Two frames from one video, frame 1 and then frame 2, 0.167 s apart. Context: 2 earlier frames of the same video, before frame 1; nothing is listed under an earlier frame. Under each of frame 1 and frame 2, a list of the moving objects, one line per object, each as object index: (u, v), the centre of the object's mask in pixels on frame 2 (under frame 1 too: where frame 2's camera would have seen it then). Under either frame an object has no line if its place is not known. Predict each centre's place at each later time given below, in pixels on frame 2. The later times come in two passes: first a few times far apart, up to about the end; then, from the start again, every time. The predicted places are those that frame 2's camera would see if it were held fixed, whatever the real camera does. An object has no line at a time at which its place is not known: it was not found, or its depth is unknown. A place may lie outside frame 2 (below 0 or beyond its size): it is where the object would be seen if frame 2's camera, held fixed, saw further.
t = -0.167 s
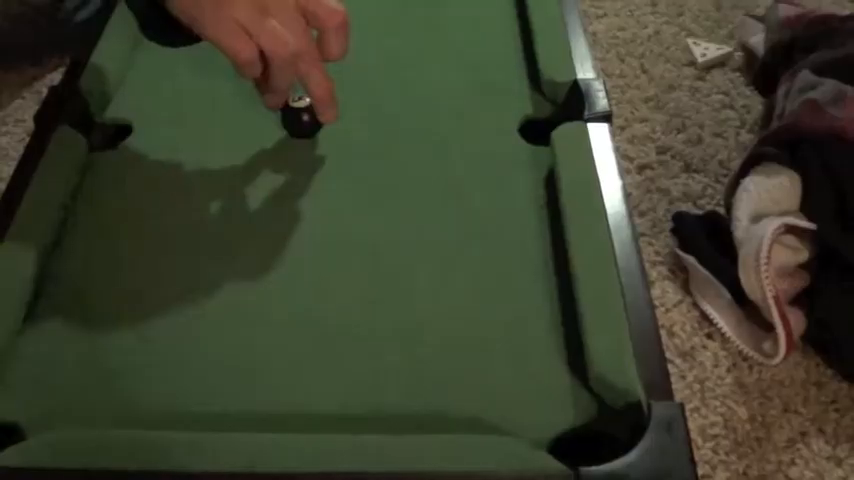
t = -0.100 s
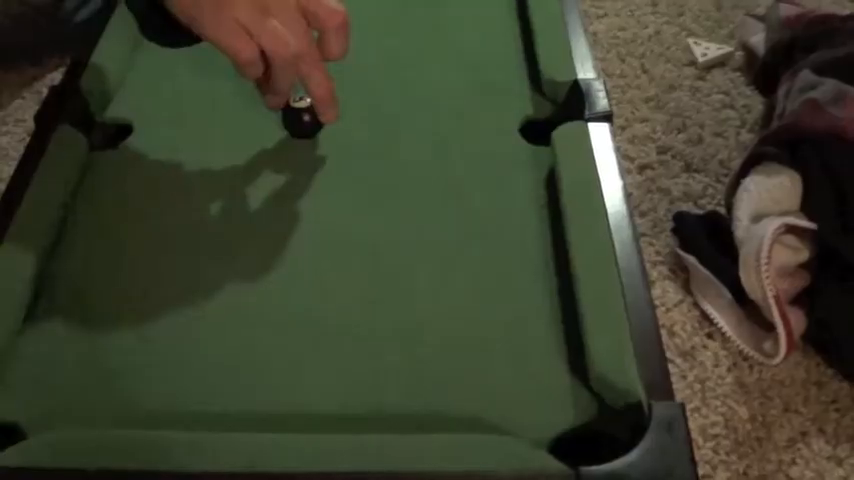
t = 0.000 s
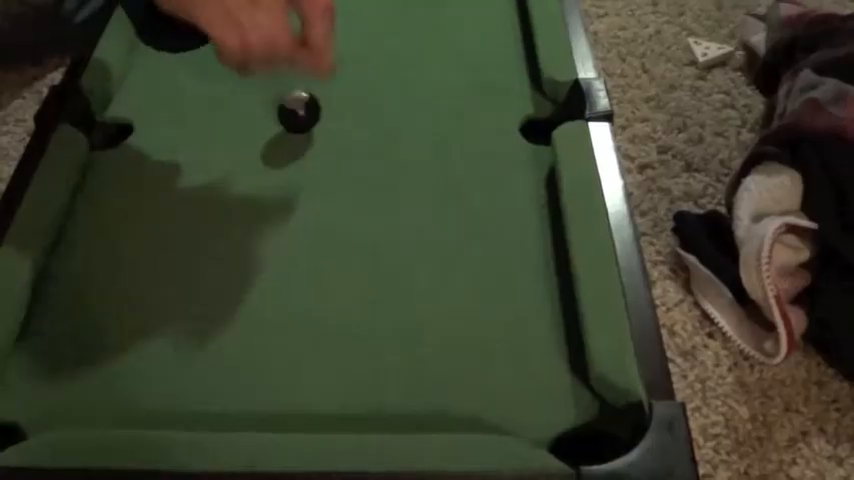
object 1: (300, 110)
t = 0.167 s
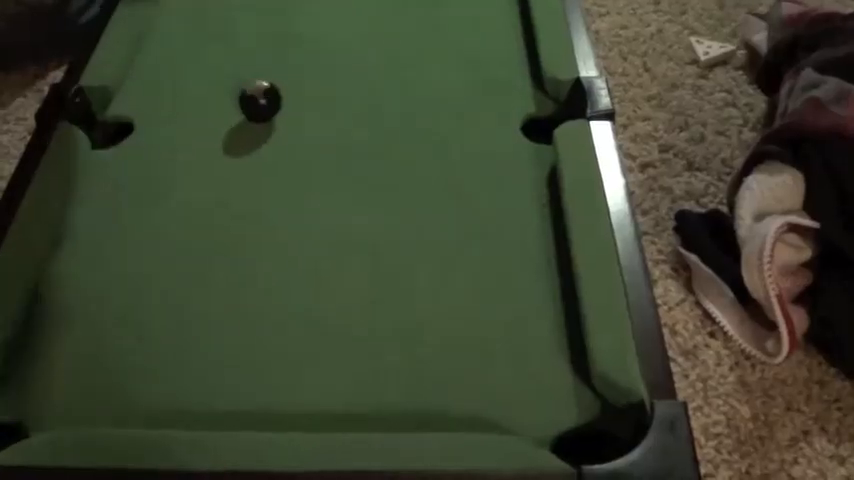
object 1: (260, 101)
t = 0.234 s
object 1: (246, 99)
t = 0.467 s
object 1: (209, 97)
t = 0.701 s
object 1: (187, 100)
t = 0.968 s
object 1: (179, 101)
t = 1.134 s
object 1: (178, 101)
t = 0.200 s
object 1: (253, 100)
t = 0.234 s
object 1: (246, 99)
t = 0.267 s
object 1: (240, 99)
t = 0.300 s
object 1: (233, 98)
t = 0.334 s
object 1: (228, 97)
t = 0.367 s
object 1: (223, 97)
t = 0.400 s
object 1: (218, 97)
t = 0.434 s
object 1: (213, 97)
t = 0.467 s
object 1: (209, 97)
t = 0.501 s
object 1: (205, 98)
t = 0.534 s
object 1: (201, 97)
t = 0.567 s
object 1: (198, 98)
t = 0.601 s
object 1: (195, 98)
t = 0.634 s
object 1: (192, 99)
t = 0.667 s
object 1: (189, 100)
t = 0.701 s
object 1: (187, 100)
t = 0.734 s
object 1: (186, 101)
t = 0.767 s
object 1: (184, 101)
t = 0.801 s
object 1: (183, 101)
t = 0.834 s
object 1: (181, 102)
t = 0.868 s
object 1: (180, 102)
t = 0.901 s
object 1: (179, 102)
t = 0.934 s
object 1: (179, 102)
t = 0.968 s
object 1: (179, 101)
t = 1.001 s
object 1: (178, 102)
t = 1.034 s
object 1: (179, 101)
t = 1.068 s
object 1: (179, 102)
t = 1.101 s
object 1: (178, 102)
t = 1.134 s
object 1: (178, 101)
